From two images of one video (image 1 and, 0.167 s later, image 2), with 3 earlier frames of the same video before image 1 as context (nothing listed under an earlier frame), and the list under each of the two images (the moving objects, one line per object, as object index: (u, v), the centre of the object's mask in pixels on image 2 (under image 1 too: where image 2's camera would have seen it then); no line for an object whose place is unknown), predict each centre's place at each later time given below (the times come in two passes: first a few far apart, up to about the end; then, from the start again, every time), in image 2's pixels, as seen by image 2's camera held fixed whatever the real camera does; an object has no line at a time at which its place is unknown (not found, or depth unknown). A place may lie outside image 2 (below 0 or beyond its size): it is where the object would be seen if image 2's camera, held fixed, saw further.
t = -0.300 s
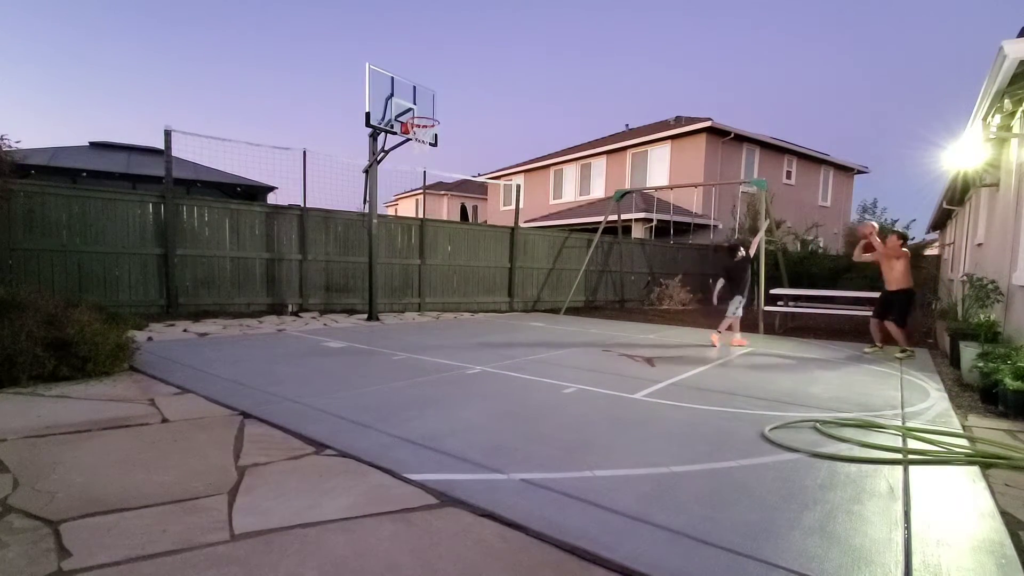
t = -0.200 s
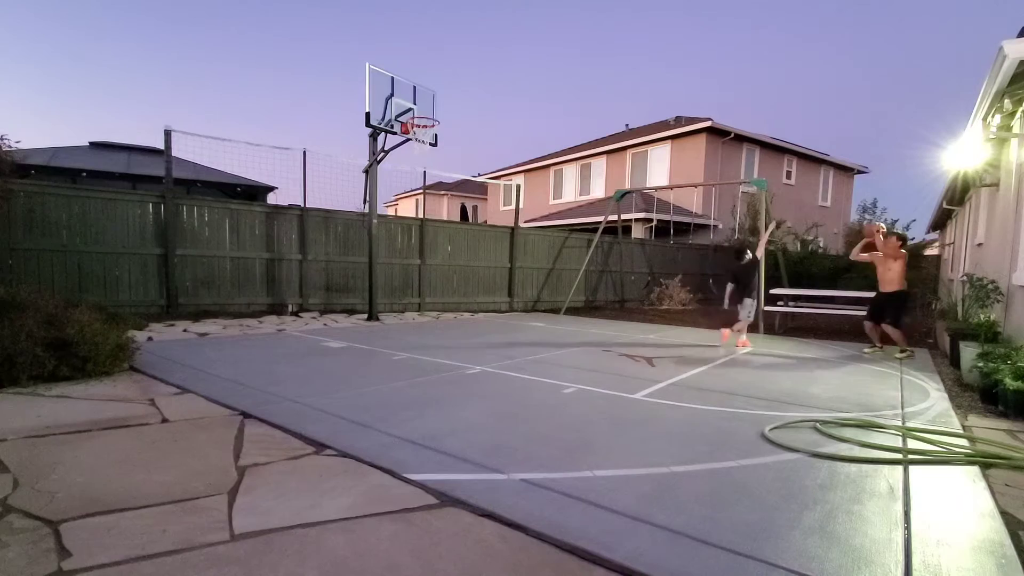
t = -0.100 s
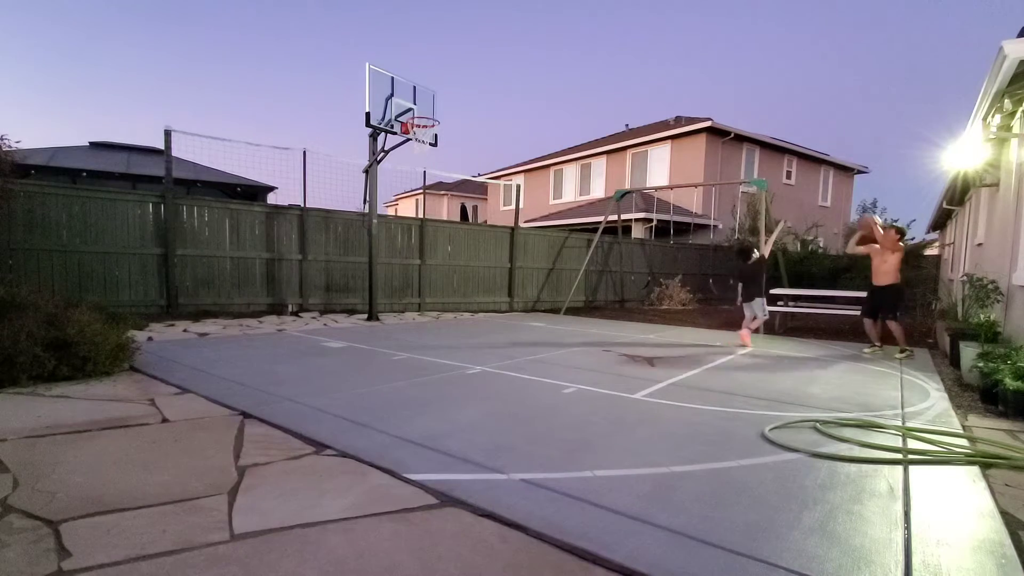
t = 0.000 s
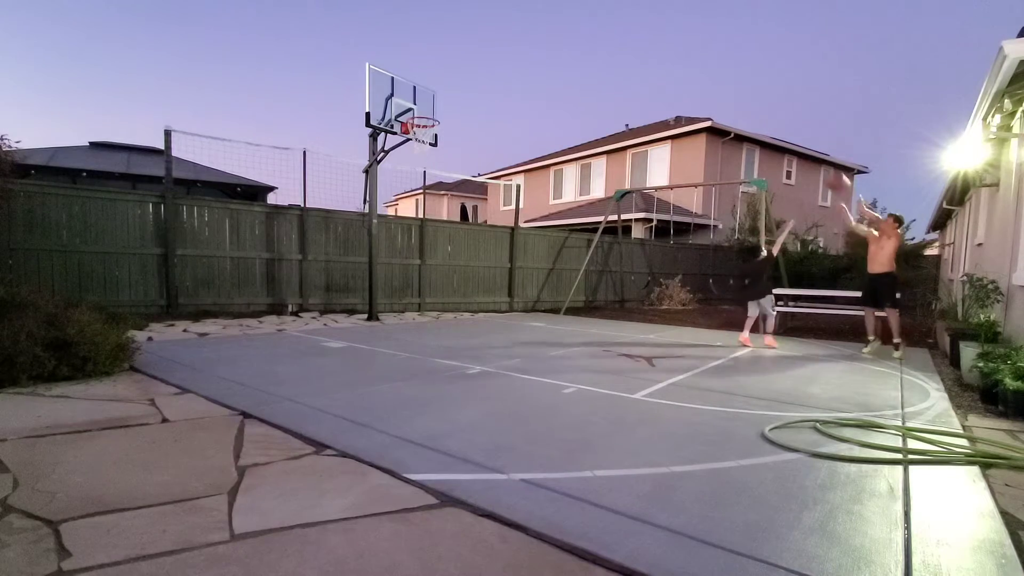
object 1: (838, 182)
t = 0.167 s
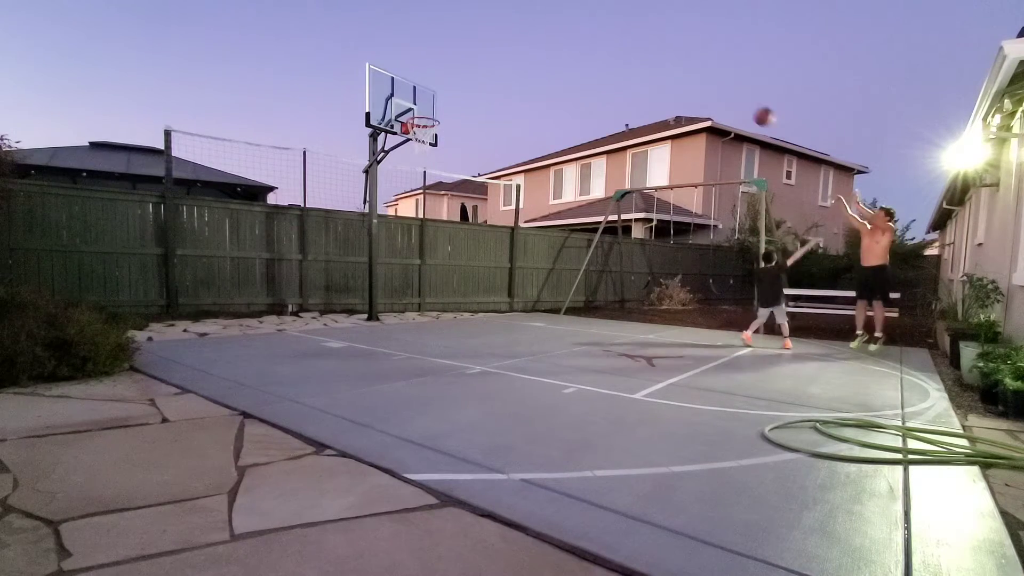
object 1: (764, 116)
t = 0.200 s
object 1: (749, 106)
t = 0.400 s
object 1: (665, 64)
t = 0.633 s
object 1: (572, 56)
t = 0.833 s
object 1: (498, 80)
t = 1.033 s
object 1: (446, 111)
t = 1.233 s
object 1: (464, 89)
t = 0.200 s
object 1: (749, 106)
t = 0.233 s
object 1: (735, 96)
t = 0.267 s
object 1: (721, 88)
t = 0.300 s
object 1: (707, 81)
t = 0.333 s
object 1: (693, 74)
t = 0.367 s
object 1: (679, 68)
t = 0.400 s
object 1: (665, 64)
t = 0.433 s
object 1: (652, 60)
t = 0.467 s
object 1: (638, 57)
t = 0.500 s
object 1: (625, 55)
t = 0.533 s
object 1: (611, 54)
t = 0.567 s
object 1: (598, 54)
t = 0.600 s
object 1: (585, 54)
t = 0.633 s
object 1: (572, 56)
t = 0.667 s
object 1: (559, 58)
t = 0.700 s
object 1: (547, 61)
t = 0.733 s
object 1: (534, 64)
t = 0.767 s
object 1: (522, 69)
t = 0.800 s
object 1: (510, 74)
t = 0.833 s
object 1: (498, 80)
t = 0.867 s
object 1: (486, 86)
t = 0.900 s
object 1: (474, 93)
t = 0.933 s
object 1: (463, 101)
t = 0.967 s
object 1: (451, 109)
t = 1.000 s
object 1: (443, 117)
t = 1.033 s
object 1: (446, 111)
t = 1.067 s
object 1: (449, 105)
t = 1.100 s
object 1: (452, 100)
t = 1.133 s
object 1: (455, 96)
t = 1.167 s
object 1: (458, 93)
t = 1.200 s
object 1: (461, 90)
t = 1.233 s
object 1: (464, 89)
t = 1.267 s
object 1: (467, 88)
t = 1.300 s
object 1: (470, 87)
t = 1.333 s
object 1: (473, 87)
